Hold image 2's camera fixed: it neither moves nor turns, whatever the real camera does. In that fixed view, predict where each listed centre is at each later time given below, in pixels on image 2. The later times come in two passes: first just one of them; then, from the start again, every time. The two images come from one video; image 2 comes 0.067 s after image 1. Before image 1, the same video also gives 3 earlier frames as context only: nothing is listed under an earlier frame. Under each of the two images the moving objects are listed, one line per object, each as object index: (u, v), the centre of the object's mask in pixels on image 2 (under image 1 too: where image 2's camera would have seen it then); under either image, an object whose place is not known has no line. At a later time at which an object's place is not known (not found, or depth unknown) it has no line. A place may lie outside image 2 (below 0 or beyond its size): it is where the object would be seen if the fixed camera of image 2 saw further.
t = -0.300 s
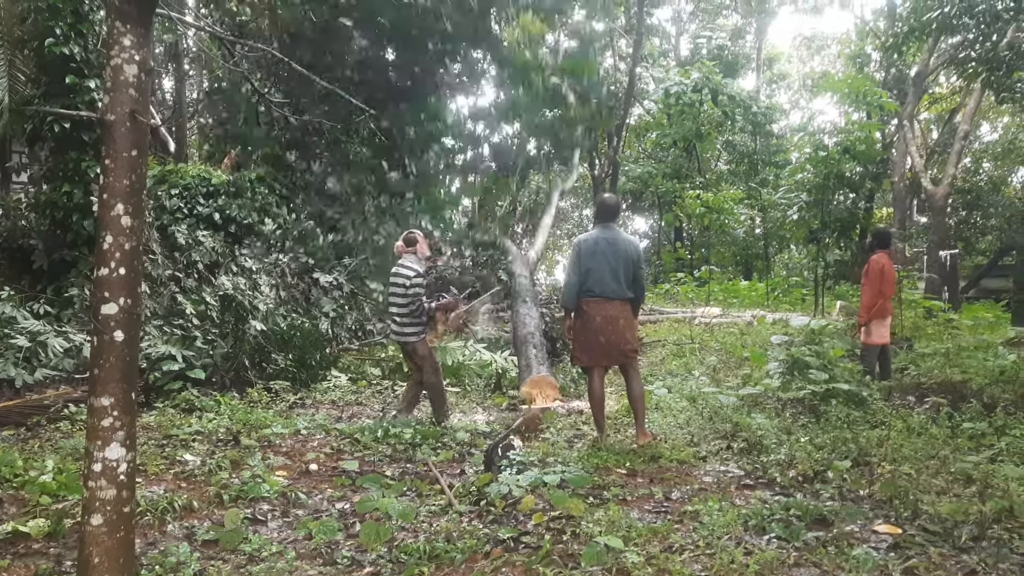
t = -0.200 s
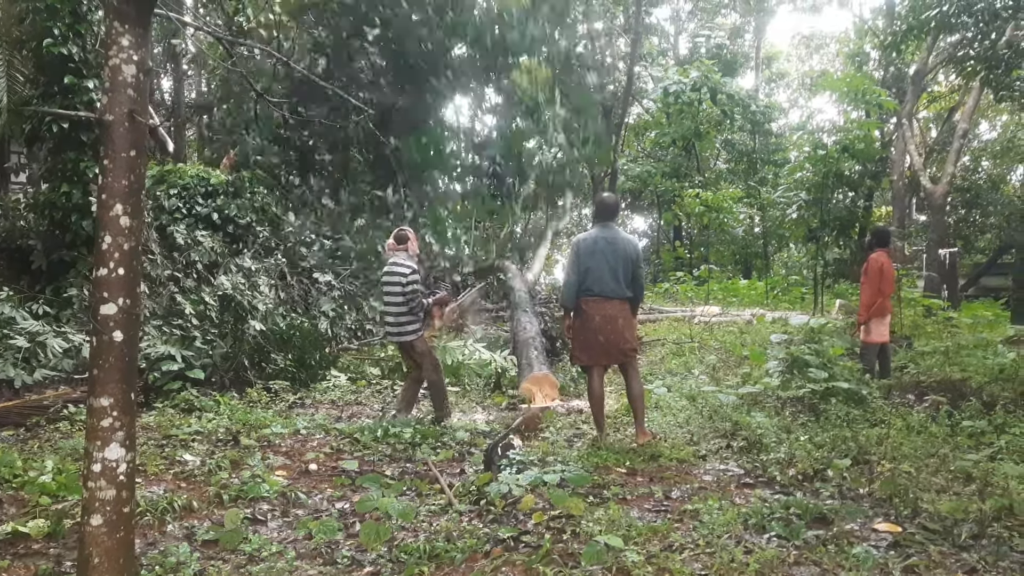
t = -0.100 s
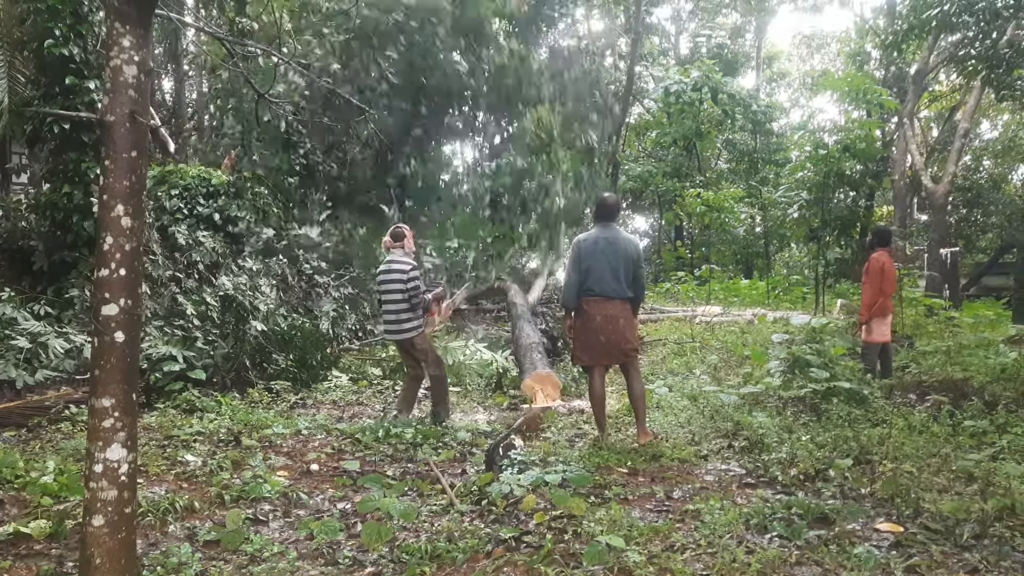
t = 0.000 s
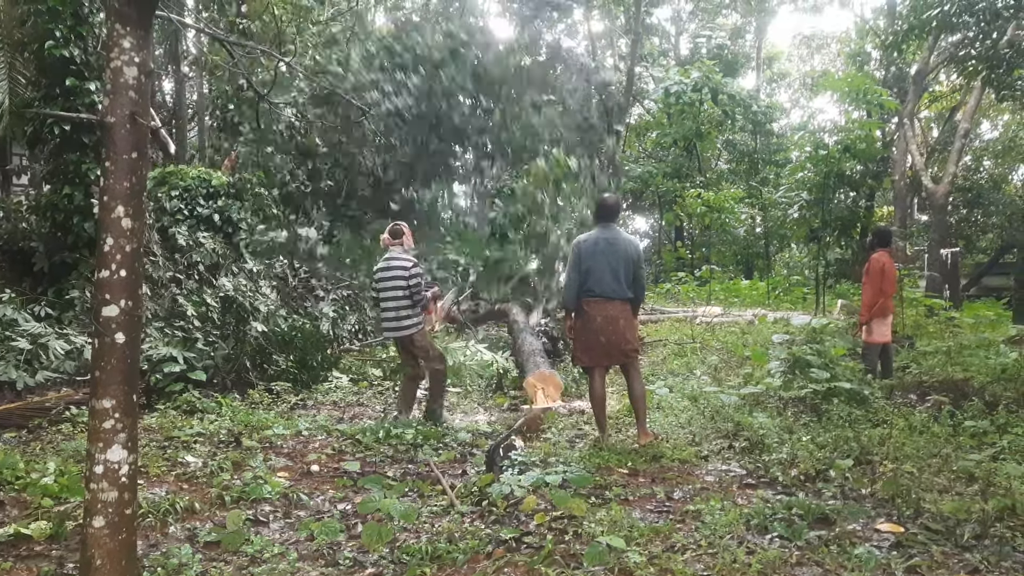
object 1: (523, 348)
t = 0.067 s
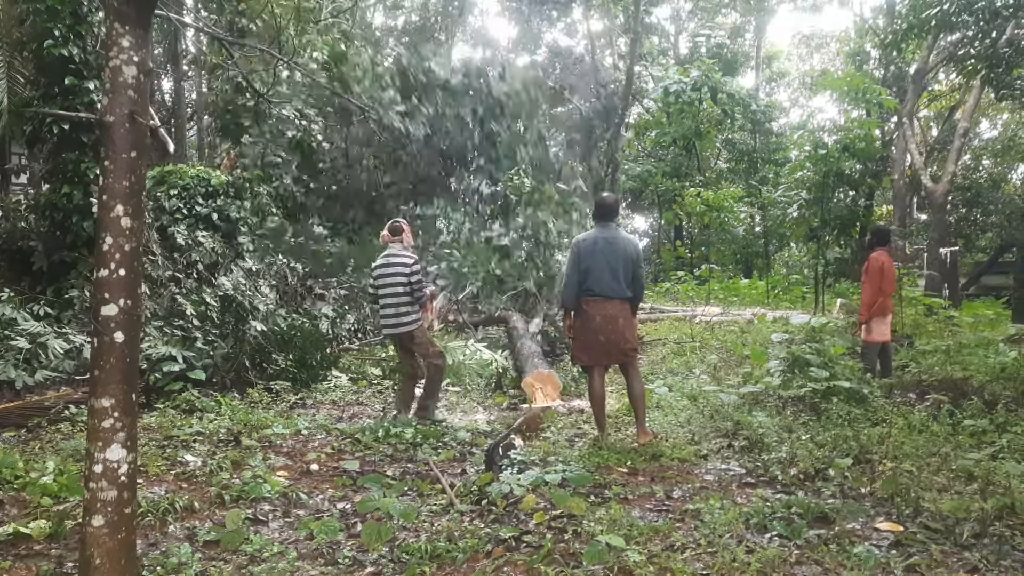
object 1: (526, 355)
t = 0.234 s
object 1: (535, 348)
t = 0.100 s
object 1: (528, 354)
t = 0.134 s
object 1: (533, 357)
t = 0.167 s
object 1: (533, 352)
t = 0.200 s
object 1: (533, 349)
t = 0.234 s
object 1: (535, 348)
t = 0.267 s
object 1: (537, 348)
